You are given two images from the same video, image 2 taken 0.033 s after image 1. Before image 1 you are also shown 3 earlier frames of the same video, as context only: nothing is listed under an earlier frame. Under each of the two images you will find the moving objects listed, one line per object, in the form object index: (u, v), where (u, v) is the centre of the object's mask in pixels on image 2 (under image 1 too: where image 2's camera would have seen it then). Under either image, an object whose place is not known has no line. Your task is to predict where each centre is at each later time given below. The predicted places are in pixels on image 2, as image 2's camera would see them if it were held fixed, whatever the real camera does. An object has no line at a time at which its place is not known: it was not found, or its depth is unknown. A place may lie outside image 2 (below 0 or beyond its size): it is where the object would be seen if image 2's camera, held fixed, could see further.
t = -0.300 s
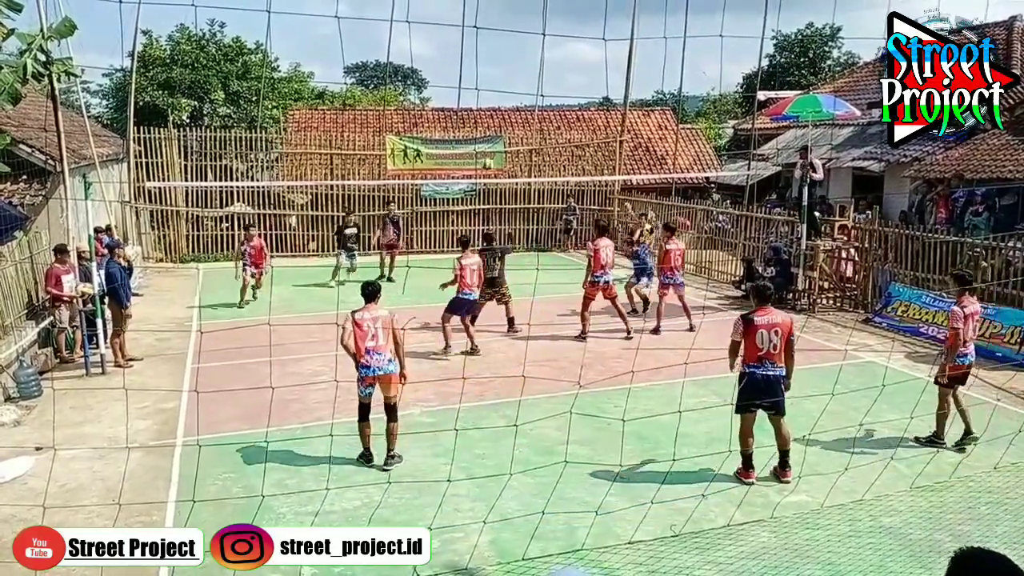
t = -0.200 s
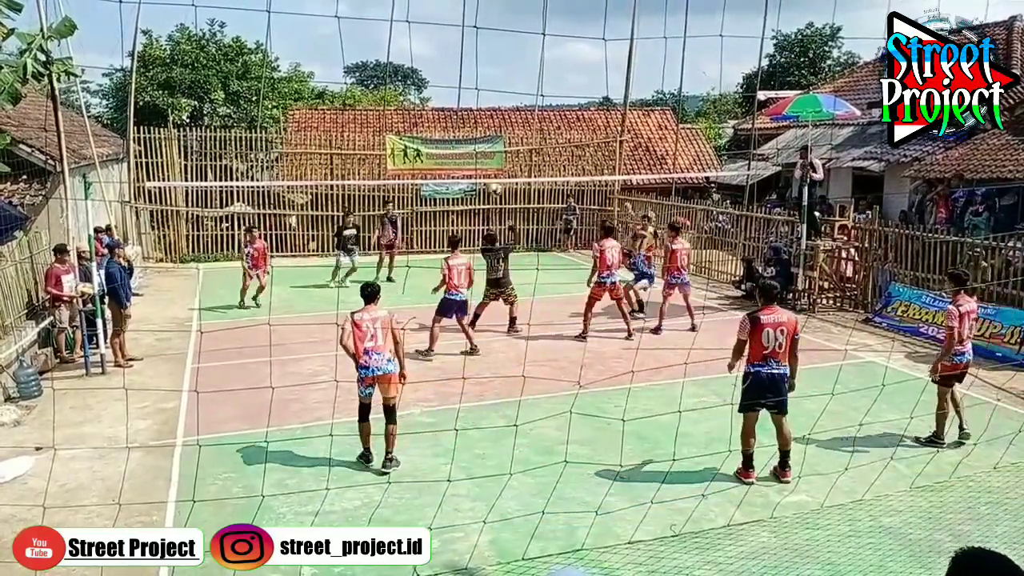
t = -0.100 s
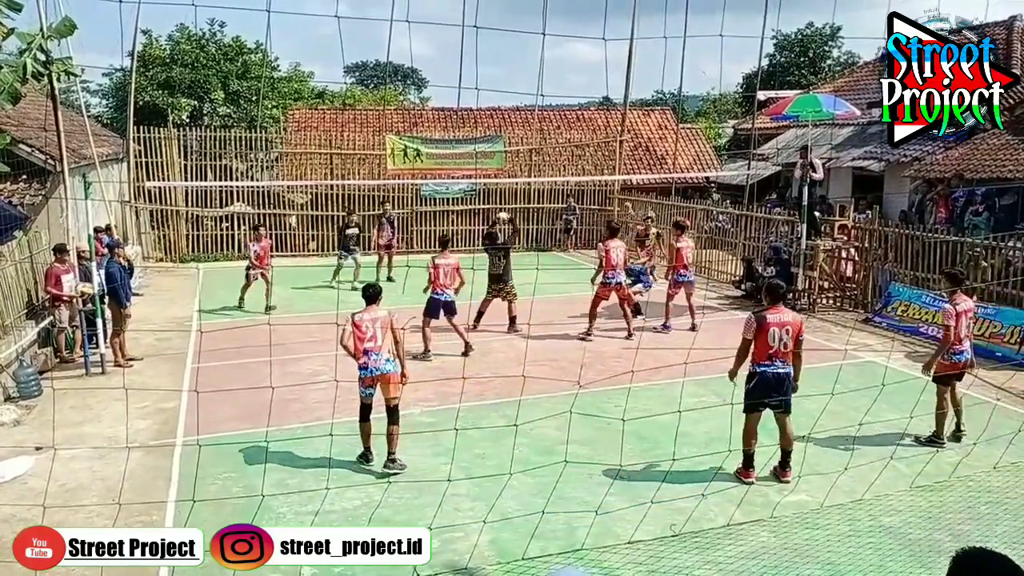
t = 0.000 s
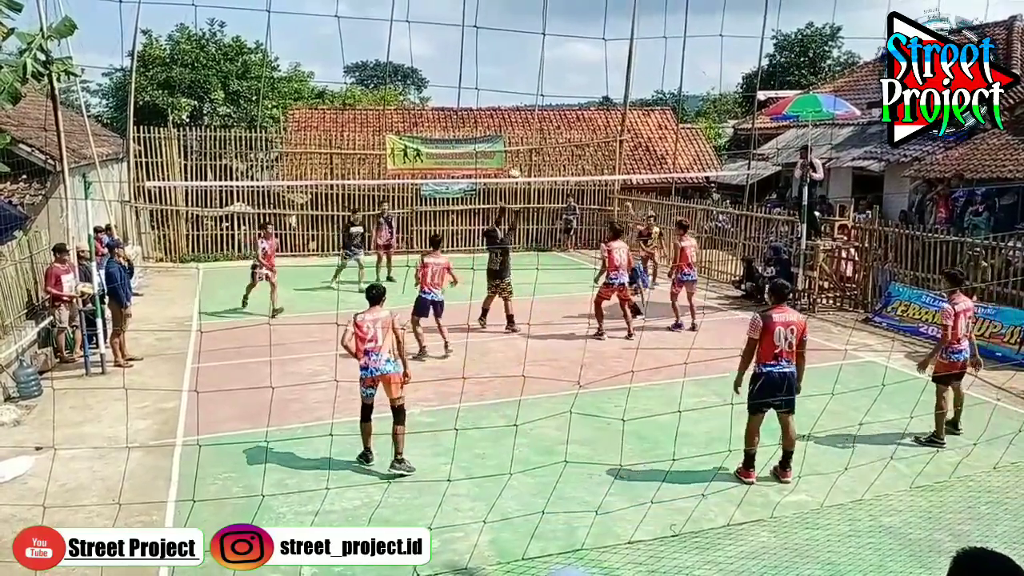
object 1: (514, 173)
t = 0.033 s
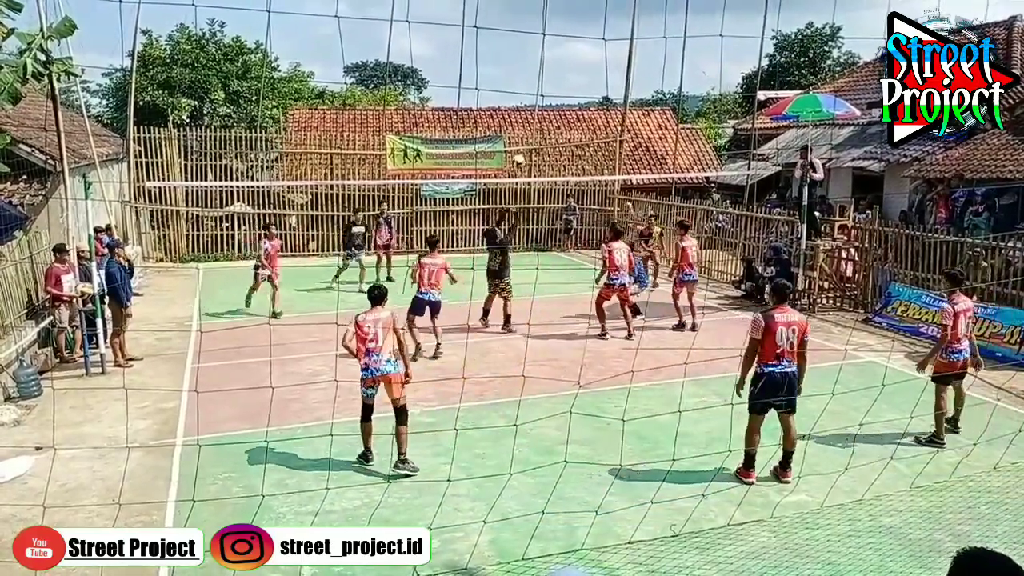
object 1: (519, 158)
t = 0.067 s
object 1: (523, 144)
